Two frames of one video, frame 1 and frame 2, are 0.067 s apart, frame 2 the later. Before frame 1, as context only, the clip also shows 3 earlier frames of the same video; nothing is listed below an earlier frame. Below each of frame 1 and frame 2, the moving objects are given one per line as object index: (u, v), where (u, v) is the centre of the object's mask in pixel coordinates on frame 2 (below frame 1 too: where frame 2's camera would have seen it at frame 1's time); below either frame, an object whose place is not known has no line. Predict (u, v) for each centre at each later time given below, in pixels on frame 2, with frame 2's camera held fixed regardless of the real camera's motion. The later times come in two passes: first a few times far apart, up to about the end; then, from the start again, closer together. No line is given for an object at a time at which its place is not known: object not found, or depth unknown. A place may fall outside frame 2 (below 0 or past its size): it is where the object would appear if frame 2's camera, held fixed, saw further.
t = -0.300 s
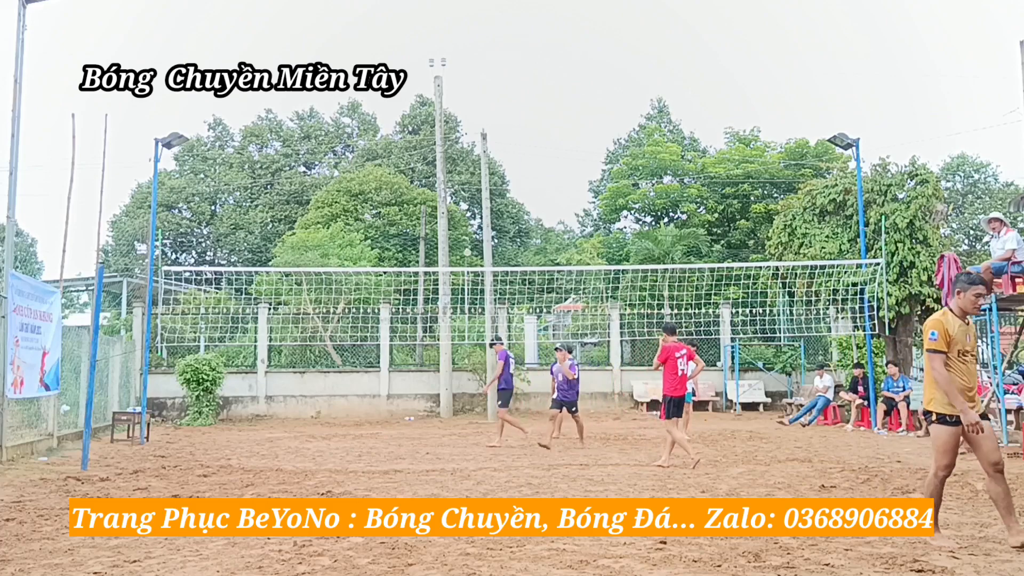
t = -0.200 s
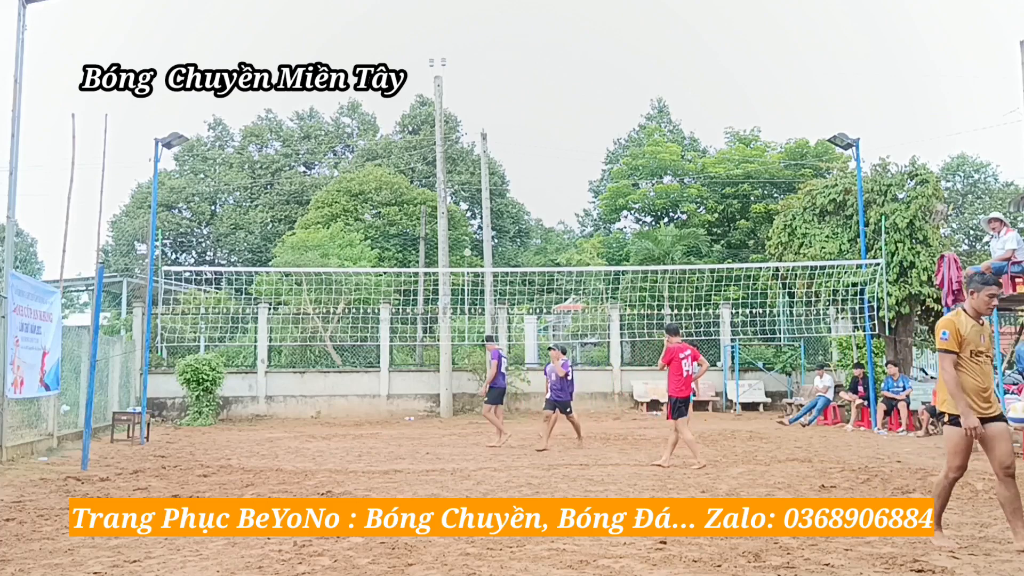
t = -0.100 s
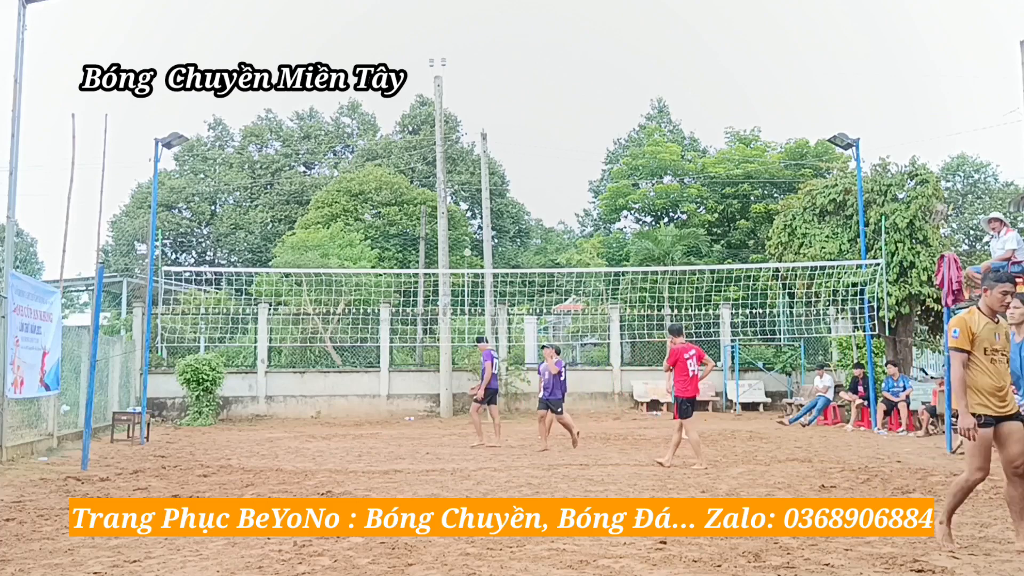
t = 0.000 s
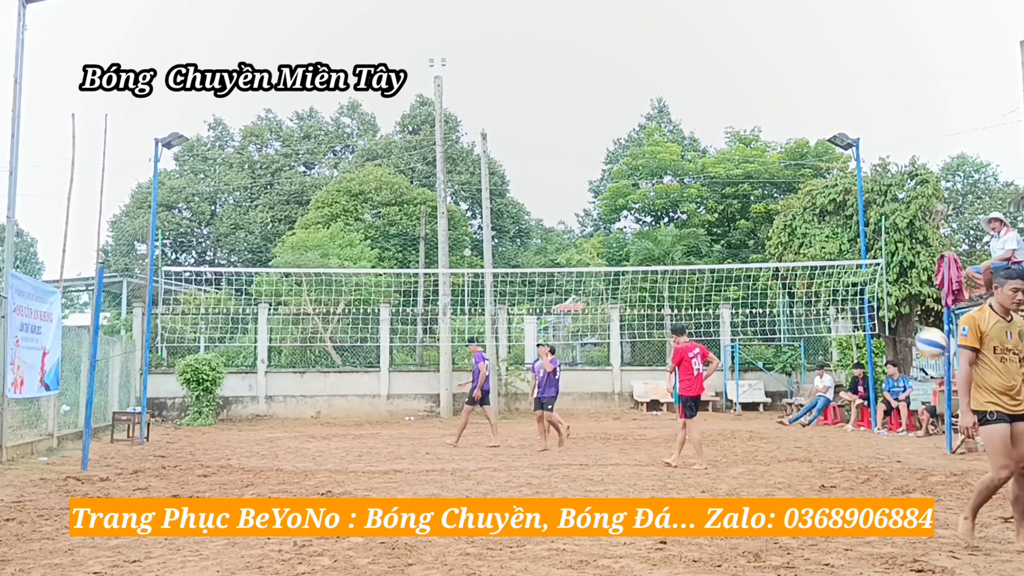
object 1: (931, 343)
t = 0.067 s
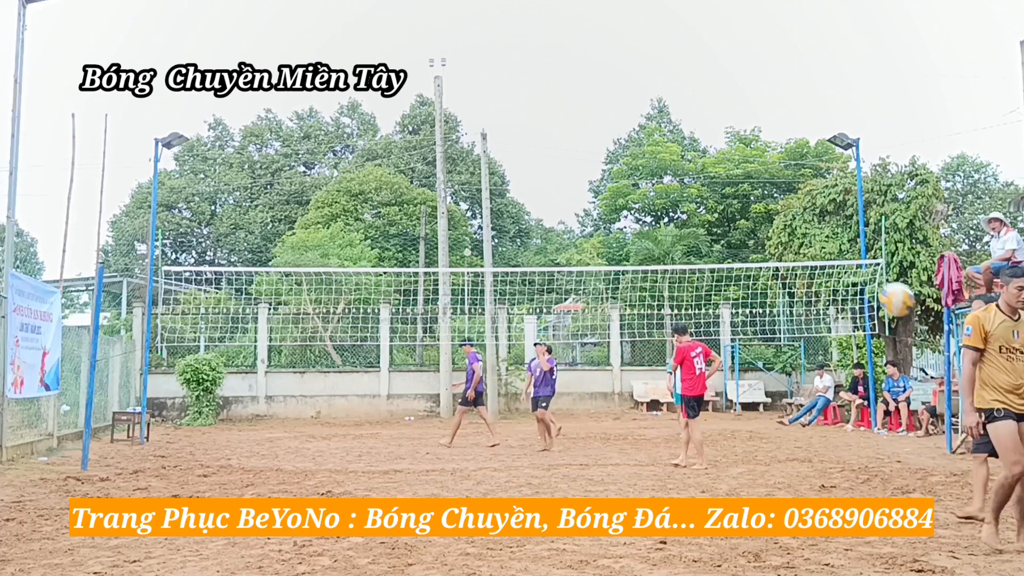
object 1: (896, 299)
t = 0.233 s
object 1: (795, 198)
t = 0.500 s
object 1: (562, 94)
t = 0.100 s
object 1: (878, 278)
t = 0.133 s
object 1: (859, 256)
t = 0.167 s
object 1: (839, 236)
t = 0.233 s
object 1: (795, 198)
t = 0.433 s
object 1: (632, 112)
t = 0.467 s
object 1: (598, 104)
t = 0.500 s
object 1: (562, 94)
